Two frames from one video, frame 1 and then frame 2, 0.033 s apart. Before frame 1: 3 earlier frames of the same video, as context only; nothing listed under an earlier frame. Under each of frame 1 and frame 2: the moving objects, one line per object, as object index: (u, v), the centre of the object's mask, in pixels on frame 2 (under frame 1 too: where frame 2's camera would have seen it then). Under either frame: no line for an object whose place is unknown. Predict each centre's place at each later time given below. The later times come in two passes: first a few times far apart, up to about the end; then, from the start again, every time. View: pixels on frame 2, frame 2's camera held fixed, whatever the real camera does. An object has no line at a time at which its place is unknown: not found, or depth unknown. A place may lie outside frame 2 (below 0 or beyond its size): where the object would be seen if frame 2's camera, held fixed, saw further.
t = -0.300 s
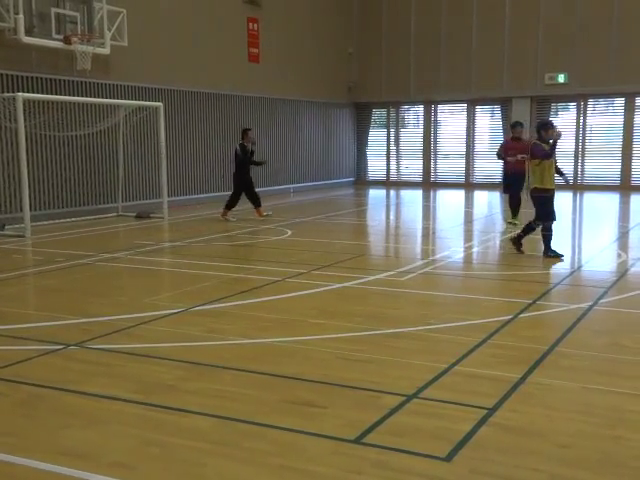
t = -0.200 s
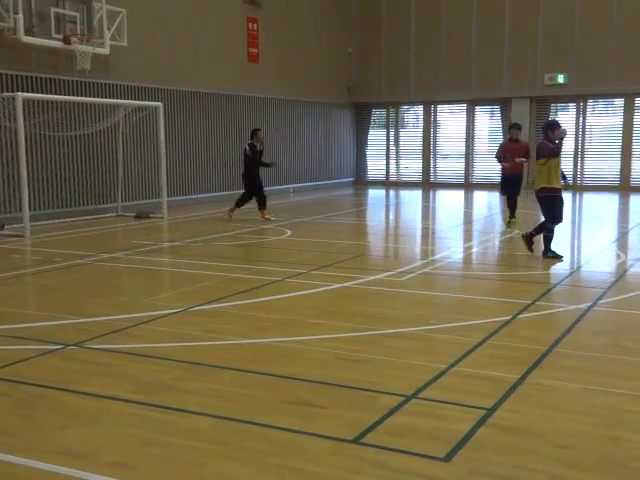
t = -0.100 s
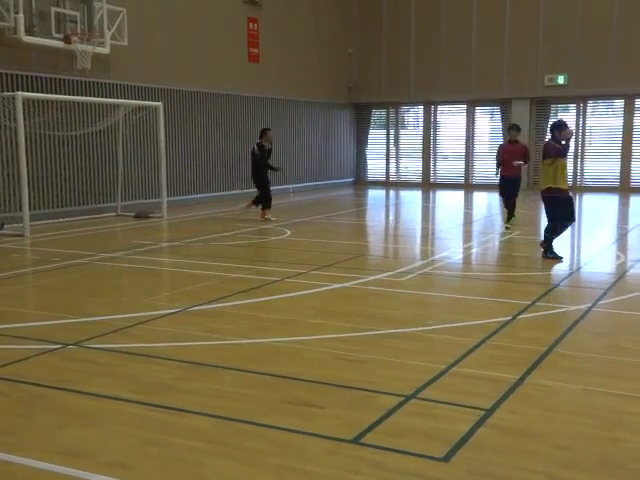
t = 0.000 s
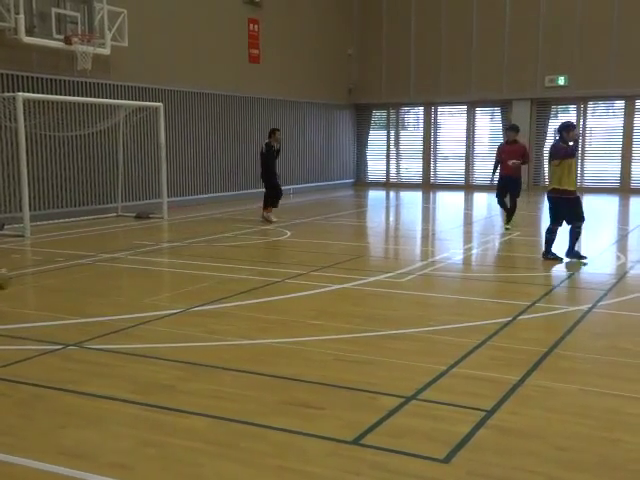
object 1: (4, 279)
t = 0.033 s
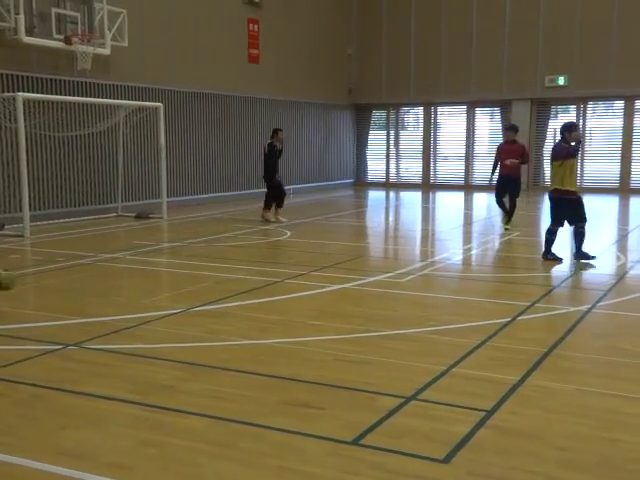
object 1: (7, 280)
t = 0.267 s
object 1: (47, 279)
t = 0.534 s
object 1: (94, 277)
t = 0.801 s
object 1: (140, 278)
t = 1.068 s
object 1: (184, 278)
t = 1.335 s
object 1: (227, 279)
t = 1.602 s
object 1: (269, 280)
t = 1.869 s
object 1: (309, 281)
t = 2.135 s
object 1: (351, 281)
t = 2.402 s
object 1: (391, 282)
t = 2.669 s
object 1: (432, 283)
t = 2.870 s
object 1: (462, 285)
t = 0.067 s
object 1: (10, 278)
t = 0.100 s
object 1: (16, 279)
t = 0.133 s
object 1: (22, 279)
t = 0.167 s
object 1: (28, 278)
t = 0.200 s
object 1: (35, 279)
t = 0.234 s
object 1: (39, 279)
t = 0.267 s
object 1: (47, 279)
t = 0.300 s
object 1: (53, 278)
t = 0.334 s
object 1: (59, 278)
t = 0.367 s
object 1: (65, 278)
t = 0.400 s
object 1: (70, 279)
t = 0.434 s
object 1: (77, 278)
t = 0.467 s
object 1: (82, 278)
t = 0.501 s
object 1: (88, 278)
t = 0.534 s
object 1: (94, 277)
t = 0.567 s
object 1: (101, 277)
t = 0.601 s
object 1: (105, 278)
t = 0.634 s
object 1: (112, 278)
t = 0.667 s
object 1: (117, 278)
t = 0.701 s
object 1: (123, 278)
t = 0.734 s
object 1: (129, 278)
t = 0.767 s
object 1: (135, 278)
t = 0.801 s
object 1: (140, 278)
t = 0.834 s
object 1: (145, 278)
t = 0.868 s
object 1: (151, 278)
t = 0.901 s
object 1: (156, 278)
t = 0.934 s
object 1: (161, 278)
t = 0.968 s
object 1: (167, 279)
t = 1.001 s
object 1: (172, 278)
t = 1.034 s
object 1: (178, 278)
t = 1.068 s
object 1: (184, 278)
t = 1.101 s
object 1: (188, 278)
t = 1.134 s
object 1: (195, 278)
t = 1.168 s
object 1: (200, 278)
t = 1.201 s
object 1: (205, 279)
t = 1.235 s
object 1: (210, 279)
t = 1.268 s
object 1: (215, 278)
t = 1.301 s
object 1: (221, 278)
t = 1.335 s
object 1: (227, 279)
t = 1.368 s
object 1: (233, 278)
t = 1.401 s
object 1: (237, 279)
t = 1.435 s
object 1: (243, 279)
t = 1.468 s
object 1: (247, 280)
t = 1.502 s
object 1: (253, 279)
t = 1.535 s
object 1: (259, 279)
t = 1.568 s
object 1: (264, 279)
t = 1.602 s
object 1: (269, 280)
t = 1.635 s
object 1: (274, 280)
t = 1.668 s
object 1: (279, 281)
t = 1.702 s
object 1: (284, 279)
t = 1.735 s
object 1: (289, 280)
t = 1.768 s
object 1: (294, 280)
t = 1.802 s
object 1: (300, 280)
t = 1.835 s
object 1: (305, 280)
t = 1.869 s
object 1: (309, 281)
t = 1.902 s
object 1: (316, 280)
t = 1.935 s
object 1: (320, 281)
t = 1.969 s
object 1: (325, 281)
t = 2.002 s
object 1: (331, 280)
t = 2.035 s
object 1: (336, 280)
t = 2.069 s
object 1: (341, 281)
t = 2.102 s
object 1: (346, 281)
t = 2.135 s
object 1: (351, 281)
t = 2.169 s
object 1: (357, 281)
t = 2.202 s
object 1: (362, 281)
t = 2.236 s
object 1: (367, 281)
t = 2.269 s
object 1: (372, 282)
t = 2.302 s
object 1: (377, 282)
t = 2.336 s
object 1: (382, 282)
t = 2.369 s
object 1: (386, 282)
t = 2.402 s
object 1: (391, 282)
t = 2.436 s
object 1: (396, 282)
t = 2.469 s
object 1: (401, 282)
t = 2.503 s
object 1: (406, 282)
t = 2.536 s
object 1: (411, 283)
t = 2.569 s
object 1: (415, 284)
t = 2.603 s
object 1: (420, 283)
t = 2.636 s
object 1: (426, 283)
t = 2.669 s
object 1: (432, 283)
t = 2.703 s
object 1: (436, 283)
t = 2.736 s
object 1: (442, 284)
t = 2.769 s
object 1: (447, 283)
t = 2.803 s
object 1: (451, 284)
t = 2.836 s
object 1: (457, 284)
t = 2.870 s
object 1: (462, 285)
